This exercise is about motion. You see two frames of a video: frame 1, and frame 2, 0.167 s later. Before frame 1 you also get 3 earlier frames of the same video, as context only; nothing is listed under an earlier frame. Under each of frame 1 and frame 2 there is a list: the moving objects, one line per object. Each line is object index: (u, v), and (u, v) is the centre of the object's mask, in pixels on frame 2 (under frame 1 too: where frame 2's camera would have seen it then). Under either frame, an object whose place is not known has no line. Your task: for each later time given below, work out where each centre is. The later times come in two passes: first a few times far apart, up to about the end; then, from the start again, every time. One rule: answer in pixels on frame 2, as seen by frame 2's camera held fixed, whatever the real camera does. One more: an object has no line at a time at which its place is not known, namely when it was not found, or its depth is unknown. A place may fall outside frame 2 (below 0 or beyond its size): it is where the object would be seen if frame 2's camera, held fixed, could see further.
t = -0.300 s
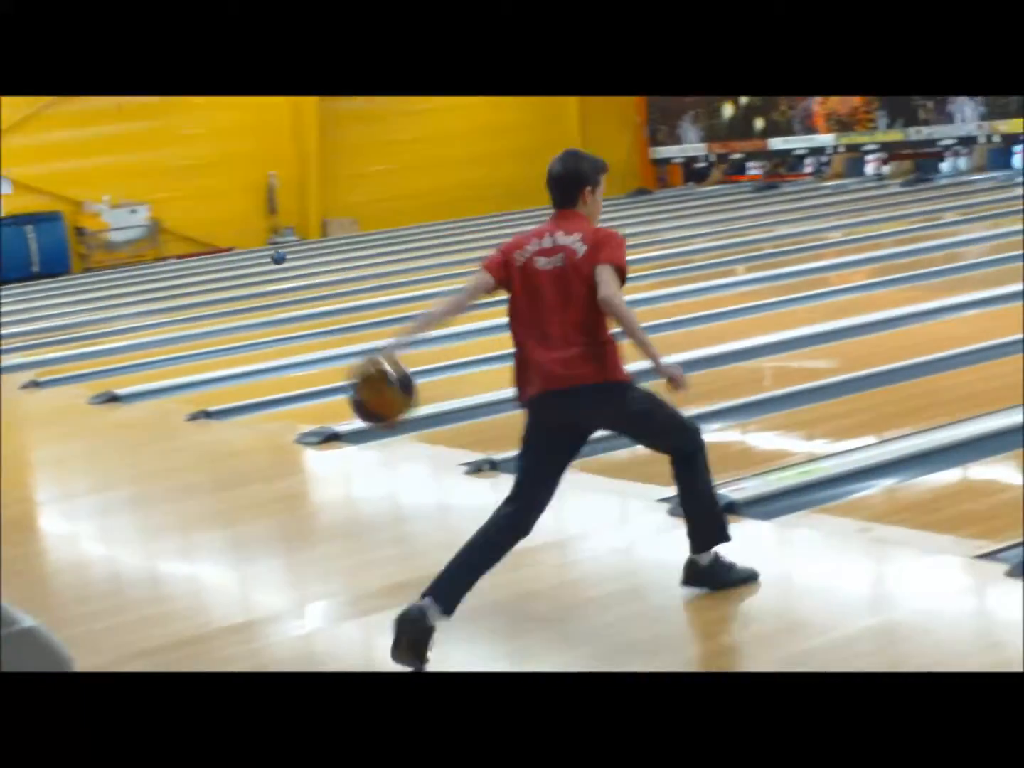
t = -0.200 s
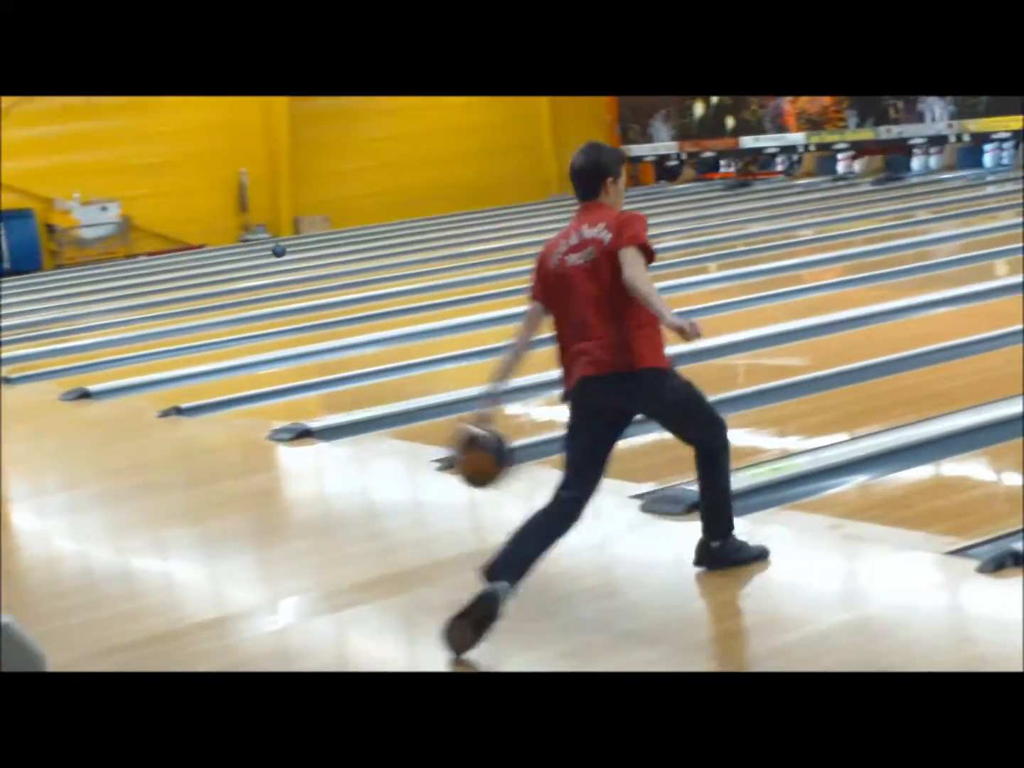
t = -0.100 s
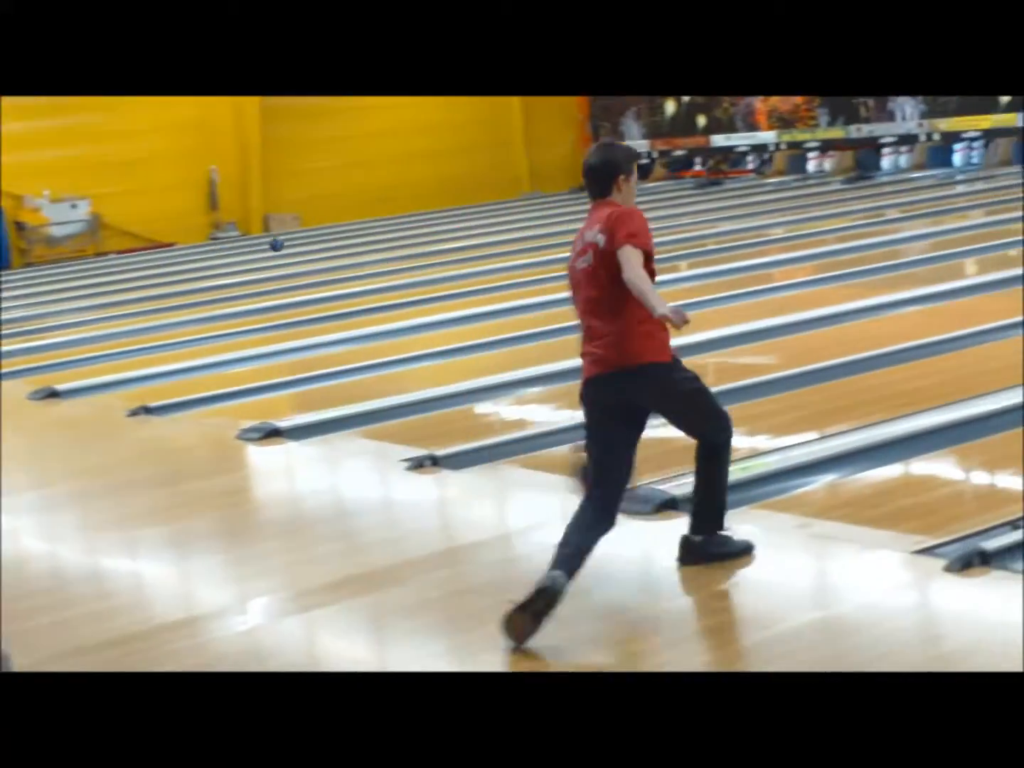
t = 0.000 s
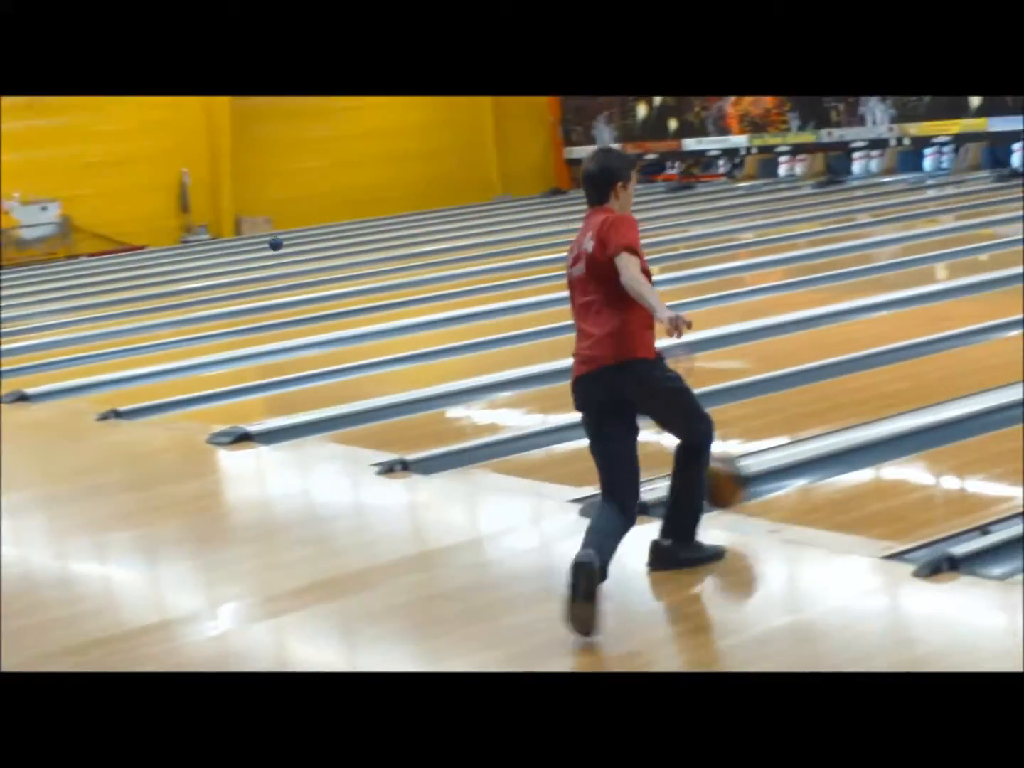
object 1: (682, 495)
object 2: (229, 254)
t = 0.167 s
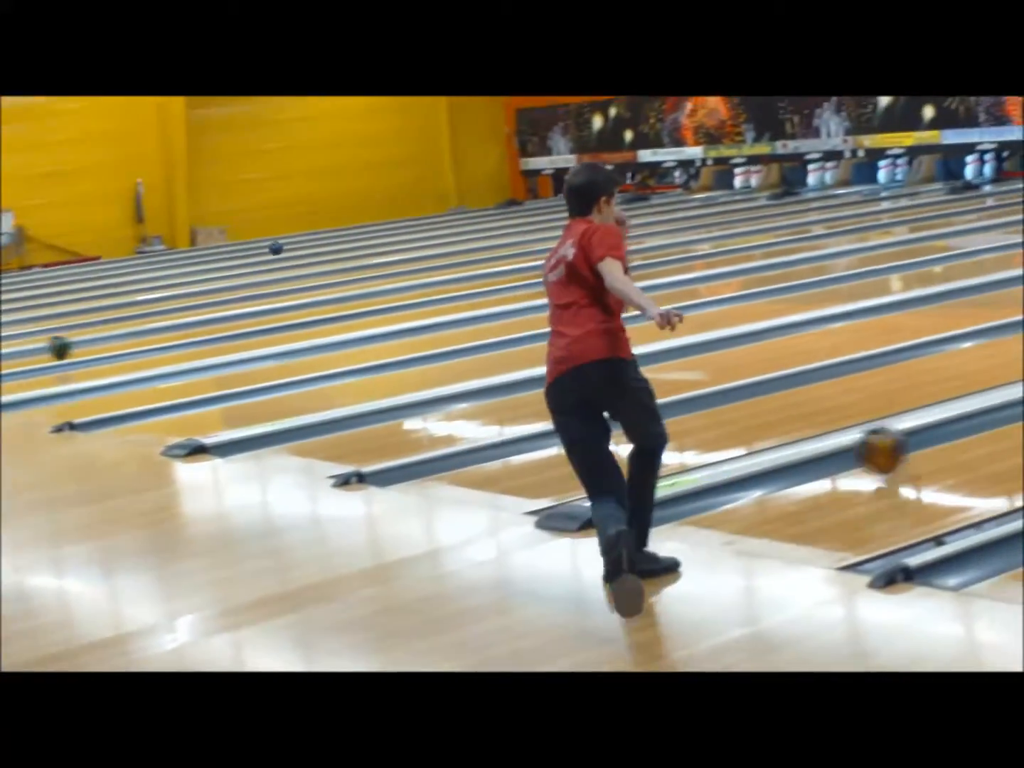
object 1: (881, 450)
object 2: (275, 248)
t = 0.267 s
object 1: (984, 426)
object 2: (302, 247)
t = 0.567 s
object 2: (379, 235)
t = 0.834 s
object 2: (442, 226)
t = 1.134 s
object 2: (508, 216)
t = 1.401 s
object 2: (562, 209)
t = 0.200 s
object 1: (917, 445)
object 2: (284, 248)
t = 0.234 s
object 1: (951, 435)
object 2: (293, 248)
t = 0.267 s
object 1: (984, 426)
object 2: (302, 247)
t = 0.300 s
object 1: (1015, 417)
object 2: (312, 246)
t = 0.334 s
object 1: (1047, 408)
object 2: (320, 246)
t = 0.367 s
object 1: (1073, 400)
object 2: (329, 244)
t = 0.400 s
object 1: (1093, 392)
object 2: (337, 243)
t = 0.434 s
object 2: (346, 241)
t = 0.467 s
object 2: (355, 239)
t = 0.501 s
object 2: (363, 238)
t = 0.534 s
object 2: (371, 237)
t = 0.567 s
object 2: (379, 235)
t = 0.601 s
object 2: (387, 234)
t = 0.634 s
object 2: (395, 233)
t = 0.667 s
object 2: (403, 232)
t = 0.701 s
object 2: (410, 230)
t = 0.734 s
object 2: (418, 228)
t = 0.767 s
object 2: (427, 227)
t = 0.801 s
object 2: (434, 227)
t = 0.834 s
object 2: (442, 226)
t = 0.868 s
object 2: (449, 225)
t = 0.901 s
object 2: (456, 224)
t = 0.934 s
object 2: (464, 223)
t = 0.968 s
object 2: (471, 222)
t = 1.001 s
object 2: (479, 221)
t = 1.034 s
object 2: (486, 219)
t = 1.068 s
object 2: (493, 219)
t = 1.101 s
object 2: (500, 217)
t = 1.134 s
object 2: (508, 216)
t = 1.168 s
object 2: (514, 216)
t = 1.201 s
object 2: (522, 215)
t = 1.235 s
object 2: (529, 213)
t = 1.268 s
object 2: (536, 212)
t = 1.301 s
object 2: (542, 211)
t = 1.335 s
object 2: (549, 211)
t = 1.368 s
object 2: (555, 210)
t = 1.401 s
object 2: (562, 209)
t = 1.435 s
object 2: (569, 208)
